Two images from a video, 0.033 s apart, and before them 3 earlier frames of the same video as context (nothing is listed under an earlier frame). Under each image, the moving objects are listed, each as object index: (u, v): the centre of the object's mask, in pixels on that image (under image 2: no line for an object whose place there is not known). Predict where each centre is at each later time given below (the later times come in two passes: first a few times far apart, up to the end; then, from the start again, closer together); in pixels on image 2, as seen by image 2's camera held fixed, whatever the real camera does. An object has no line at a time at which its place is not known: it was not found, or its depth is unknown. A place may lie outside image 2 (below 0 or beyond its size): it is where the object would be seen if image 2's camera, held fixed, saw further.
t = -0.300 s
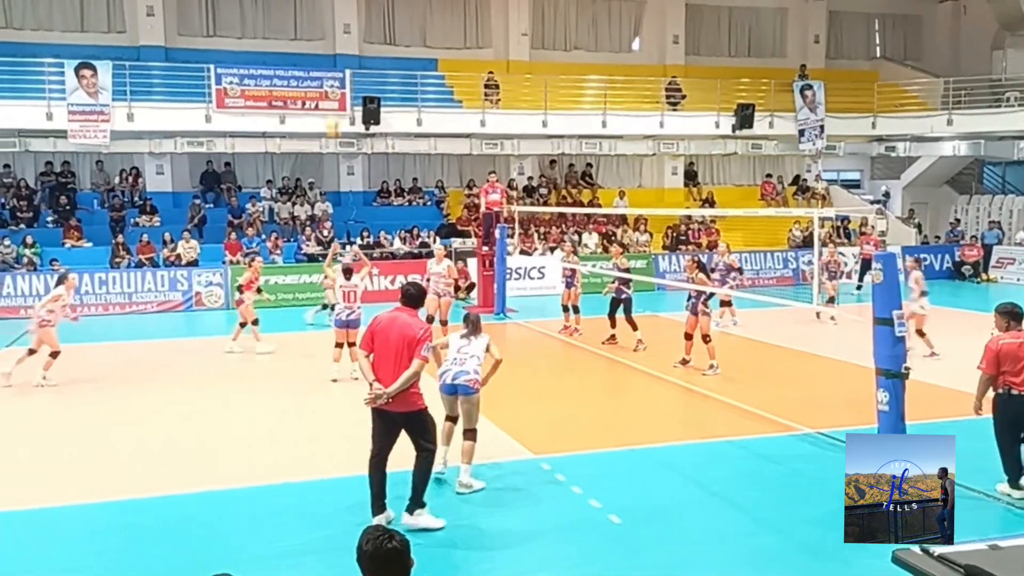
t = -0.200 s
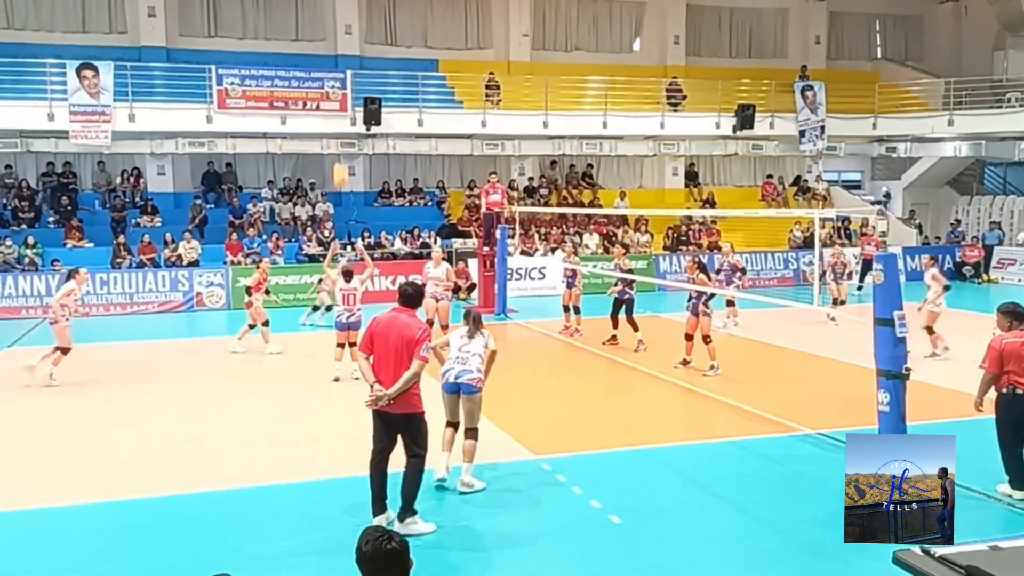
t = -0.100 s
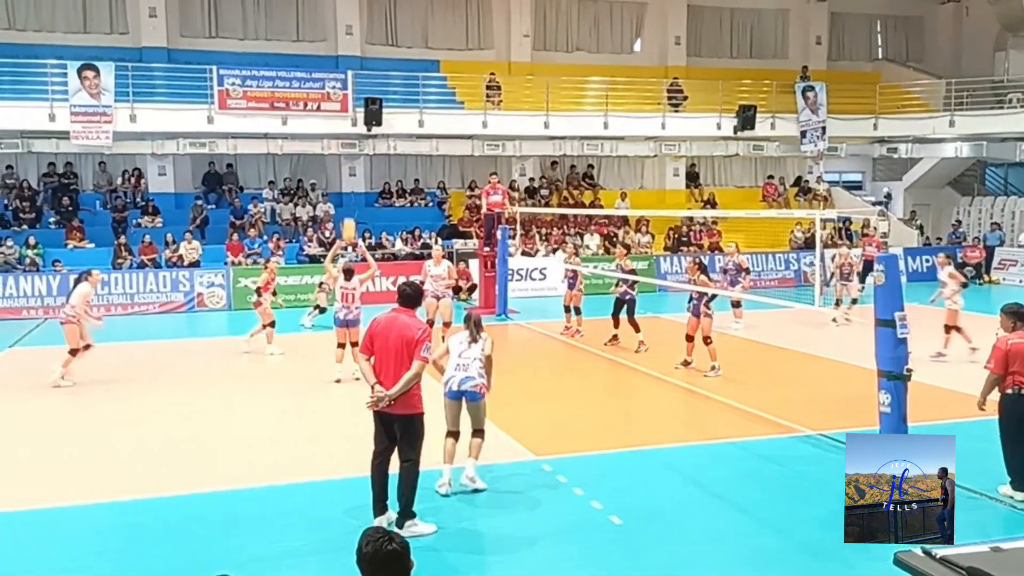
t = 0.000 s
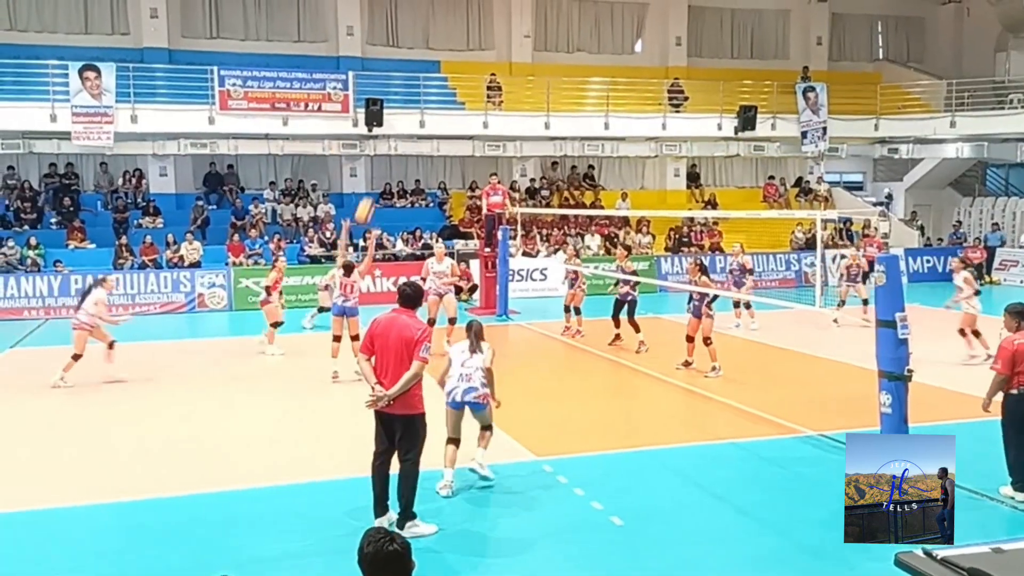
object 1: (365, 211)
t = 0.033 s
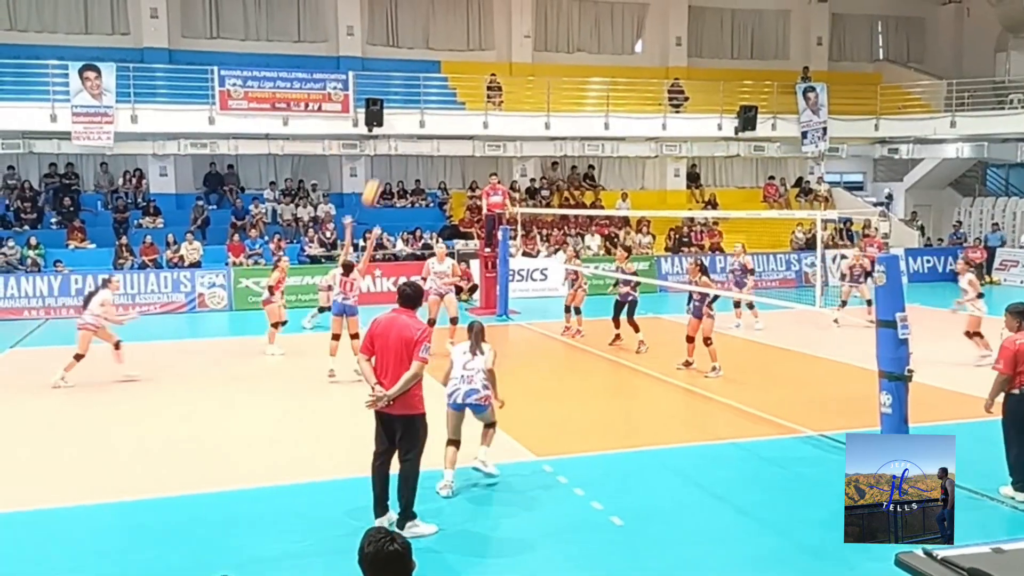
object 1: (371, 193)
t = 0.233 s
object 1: (410, 100)
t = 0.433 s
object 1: (450, 38)
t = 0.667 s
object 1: (499, 8)
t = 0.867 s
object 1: (542, 19)
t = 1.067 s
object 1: (589, 66)
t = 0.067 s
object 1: (378, 176)
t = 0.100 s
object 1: (384, 161)
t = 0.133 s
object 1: (391, 144)
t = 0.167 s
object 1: (397, 132)
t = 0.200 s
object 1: (403, 114)
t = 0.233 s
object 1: (410, 100)
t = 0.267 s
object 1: (416, 88)
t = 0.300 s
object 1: (423, 77)
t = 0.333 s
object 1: (431, 65)
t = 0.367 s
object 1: (436, 56)
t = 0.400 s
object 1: (444, 46)
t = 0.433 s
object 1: (450, 38)
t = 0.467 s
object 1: (457, 31)
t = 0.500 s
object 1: (464, 25)
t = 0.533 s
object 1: (470, 20)
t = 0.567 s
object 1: (477, 15)
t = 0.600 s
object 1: (484, 12)
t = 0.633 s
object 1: (491, 9)
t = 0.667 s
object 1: (499, 8)
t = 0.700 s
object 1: (506, 7)
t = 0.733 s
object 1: (513, 8)
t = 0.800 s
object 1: (527, 11)
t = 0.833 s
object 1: (535, 15)
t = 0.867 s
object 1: (542, 19)
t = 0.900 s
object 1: (549, 25)
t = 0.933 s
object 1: (557, 32)
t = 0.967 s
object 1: (565, 39)
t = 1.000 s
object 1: (572, 47)
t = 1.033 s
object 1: (579, 56)
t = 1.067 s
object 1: (589, 66)
